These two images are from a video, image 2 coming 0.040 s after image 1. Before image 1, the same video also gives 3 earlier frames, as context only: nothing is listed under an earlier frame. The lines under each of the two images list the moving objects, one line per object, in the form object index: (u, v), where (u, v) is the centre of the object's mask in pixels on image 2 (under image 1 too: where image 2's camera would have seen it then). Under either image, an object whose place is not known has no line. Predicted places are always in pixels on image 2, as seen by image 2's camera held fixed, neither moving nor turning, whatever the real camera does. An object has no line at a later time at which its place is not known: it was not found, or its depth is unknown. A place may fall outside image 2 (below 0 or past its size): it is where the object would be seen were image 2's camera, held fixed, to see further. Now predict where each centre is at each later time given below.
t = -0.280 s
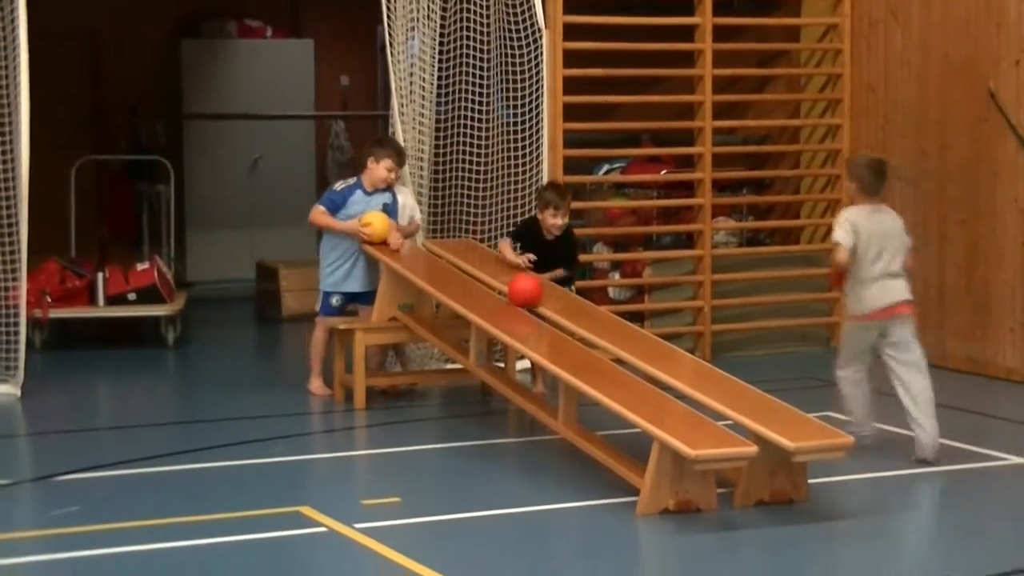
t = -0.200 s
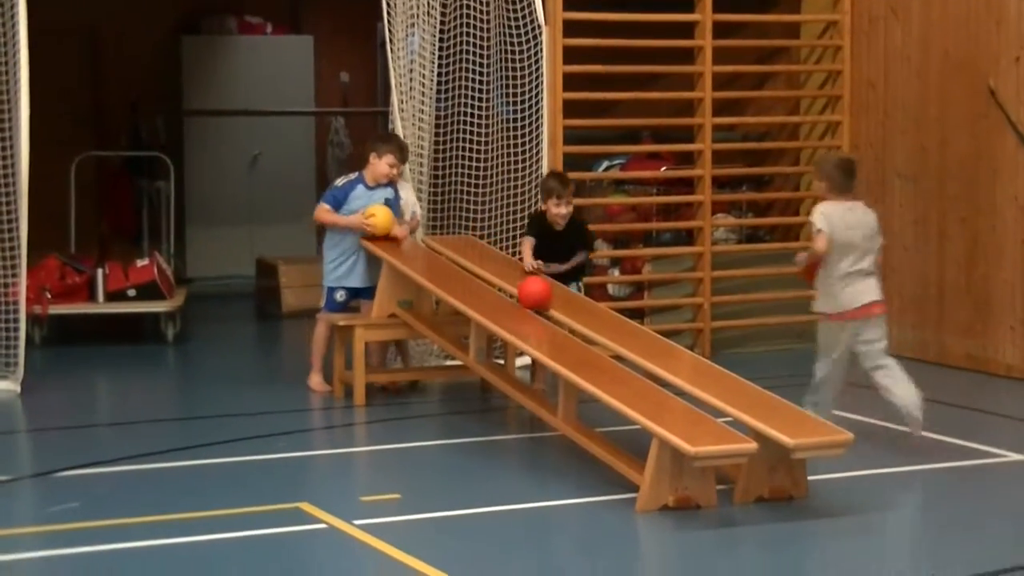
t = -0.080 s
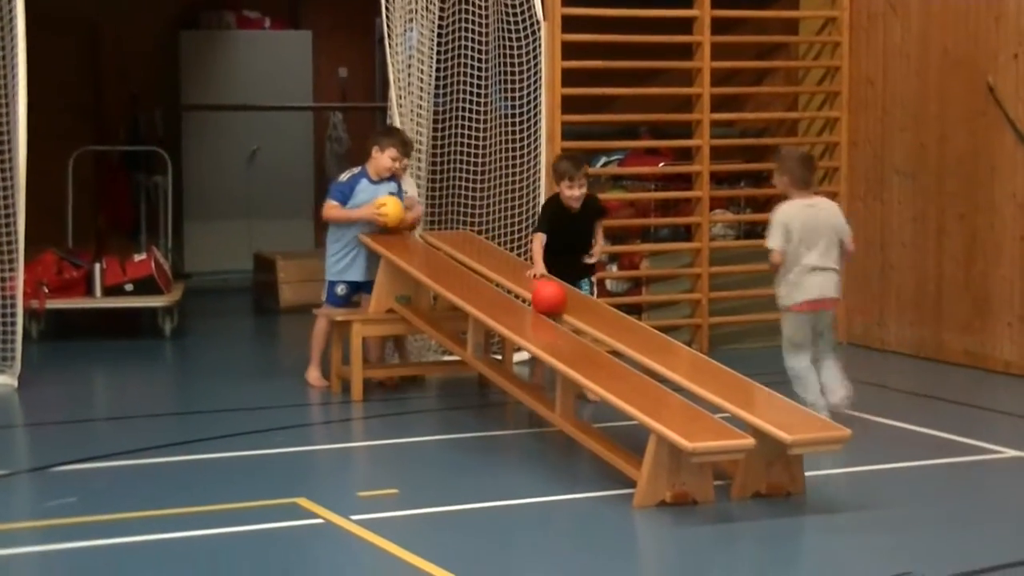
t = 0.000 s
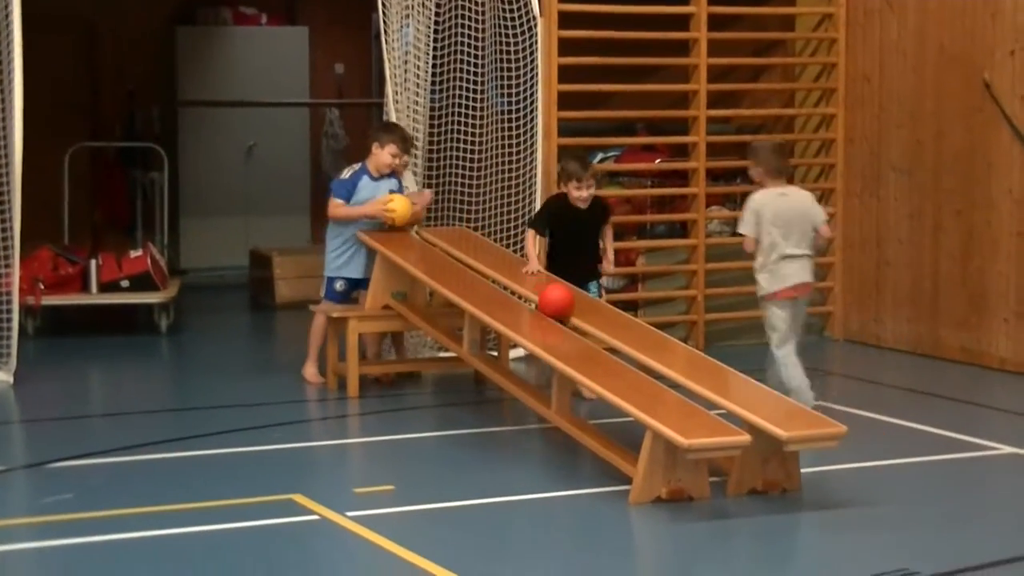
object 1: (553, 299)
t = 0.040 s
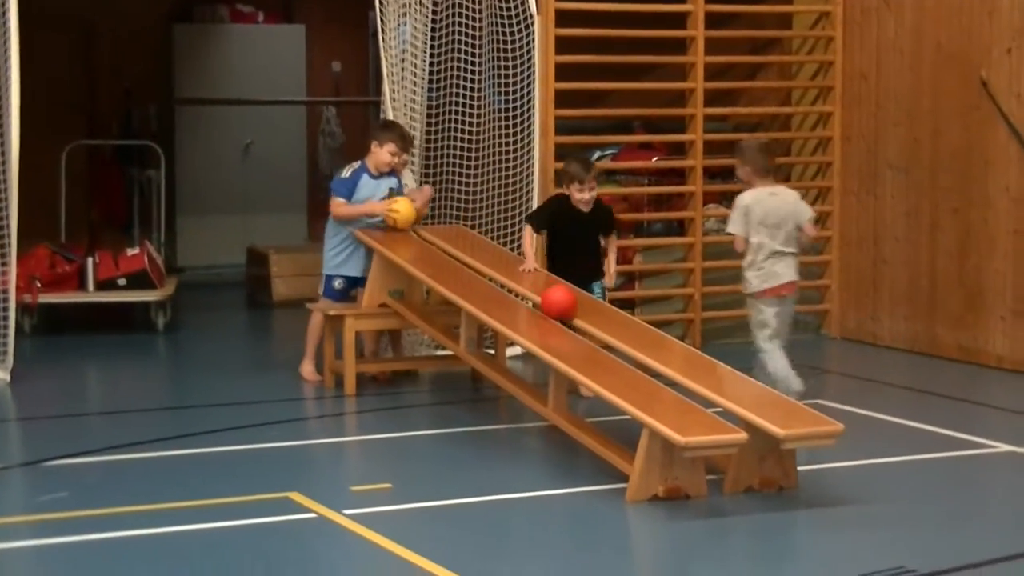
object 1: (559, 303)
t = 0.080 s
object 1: (565, 305)
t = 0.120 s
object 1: (572, 309)
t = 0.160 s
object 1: (577, 312)
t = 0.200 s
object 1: (584, 316)
